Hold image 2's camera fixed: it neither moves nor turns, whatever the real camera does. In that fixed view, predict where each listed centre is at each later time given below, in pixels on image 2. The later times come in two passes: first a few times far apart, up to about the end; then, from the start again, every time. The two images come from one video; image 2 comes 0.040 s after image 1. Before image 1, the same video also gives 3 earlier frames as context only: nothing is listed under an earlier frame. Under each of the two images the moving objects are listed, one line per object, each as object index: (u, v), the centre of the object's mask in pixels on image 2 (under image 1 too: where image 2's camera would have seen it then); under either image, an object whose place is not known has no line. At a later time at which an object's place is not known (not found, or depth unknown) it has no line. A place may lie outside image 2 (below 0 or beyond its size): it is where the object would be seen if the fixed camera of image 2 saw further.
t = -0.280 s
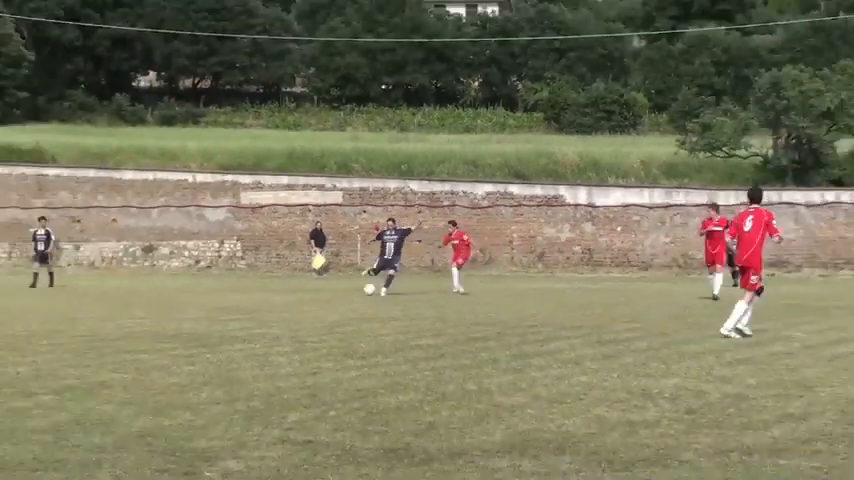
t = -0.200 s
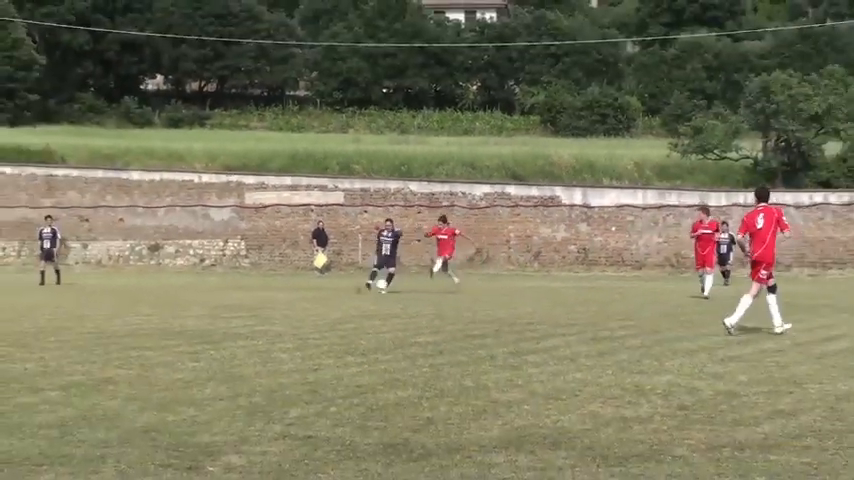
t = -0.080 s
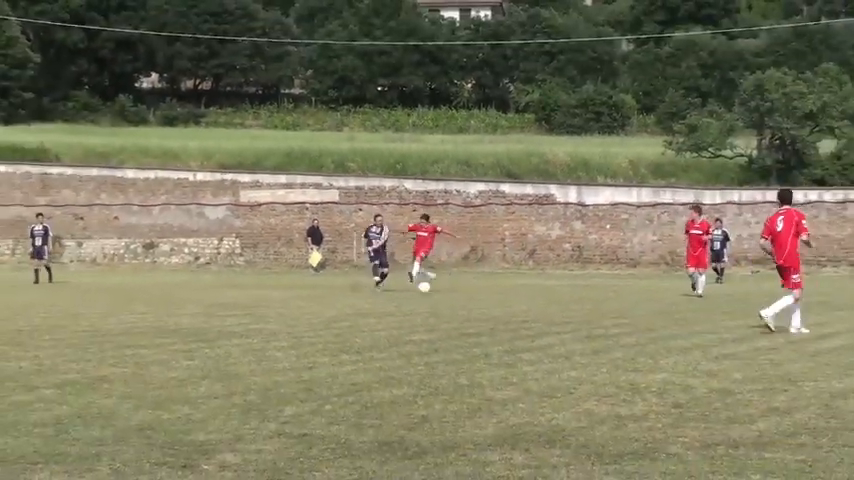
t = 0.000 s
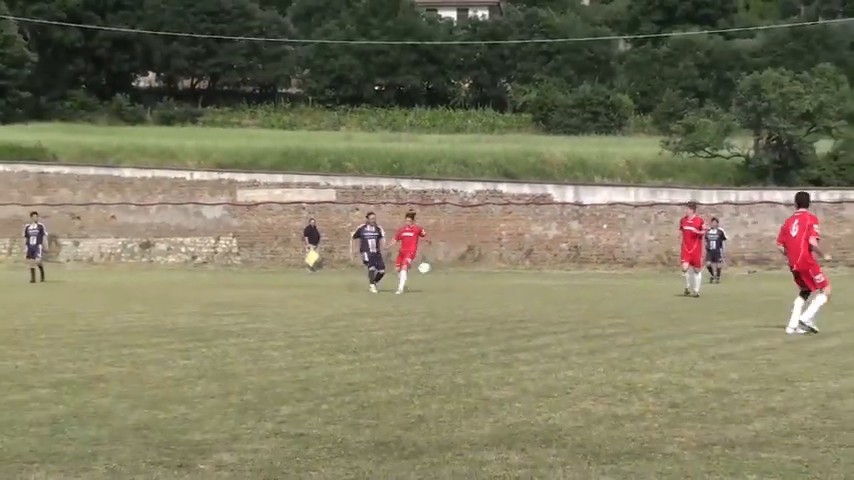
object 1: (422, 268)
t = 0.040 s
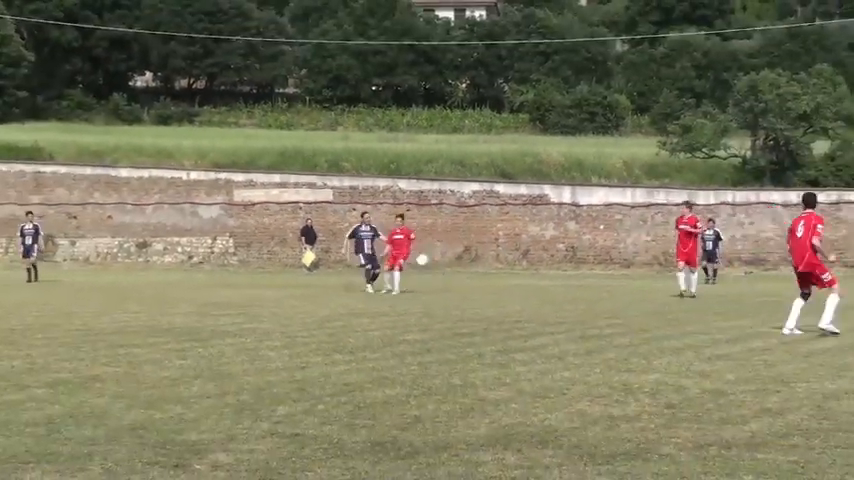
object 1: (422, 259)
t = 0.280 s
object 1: (428, 229)
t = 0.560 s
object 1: (448, 236)
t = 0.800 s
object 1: (471, 287)
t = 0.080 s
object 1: (422, 252)
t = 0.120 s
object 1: (422, 246)
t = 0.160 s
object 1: (423, 239)
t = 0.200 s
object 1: (425, 235)
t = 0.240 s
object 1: (427, 231)
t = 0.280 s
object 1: (428, 229)
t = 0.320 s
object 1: (430, 227)
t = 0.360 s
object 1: (431, 226)
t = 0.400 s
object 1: (435, 226)
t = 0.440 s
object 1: (438, 227)
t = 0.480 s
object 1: (441, 229)
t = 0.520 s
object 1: (445, 232)
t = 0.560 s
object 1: (448, 236)
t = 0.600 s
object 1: (451, 241)
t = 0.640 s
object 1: (455, 248)
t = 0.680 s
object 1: (458, 255)
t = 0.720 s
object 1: (462, 263)
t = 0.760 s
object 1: (466, 274)
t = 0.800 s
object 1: (471, 287)
